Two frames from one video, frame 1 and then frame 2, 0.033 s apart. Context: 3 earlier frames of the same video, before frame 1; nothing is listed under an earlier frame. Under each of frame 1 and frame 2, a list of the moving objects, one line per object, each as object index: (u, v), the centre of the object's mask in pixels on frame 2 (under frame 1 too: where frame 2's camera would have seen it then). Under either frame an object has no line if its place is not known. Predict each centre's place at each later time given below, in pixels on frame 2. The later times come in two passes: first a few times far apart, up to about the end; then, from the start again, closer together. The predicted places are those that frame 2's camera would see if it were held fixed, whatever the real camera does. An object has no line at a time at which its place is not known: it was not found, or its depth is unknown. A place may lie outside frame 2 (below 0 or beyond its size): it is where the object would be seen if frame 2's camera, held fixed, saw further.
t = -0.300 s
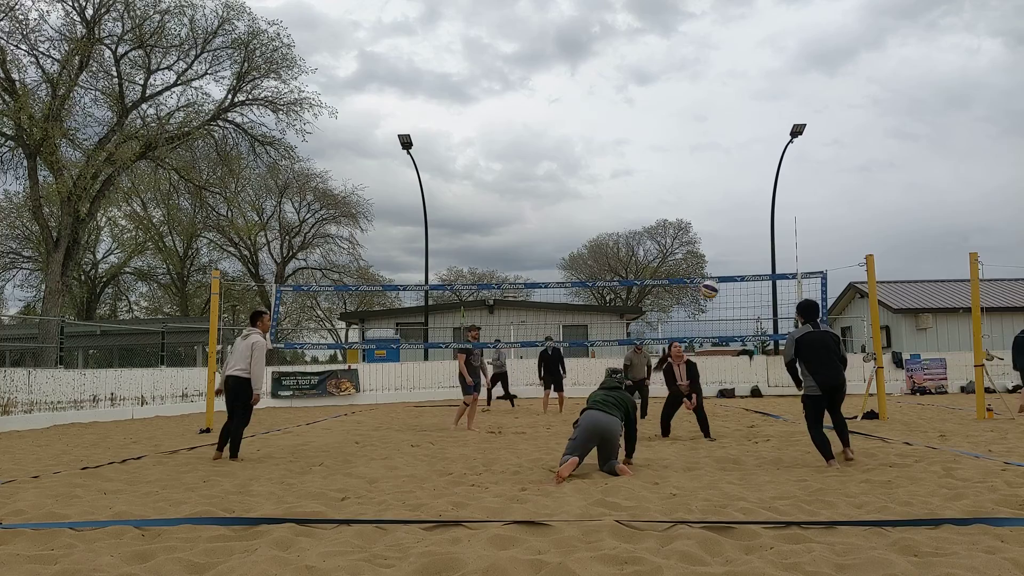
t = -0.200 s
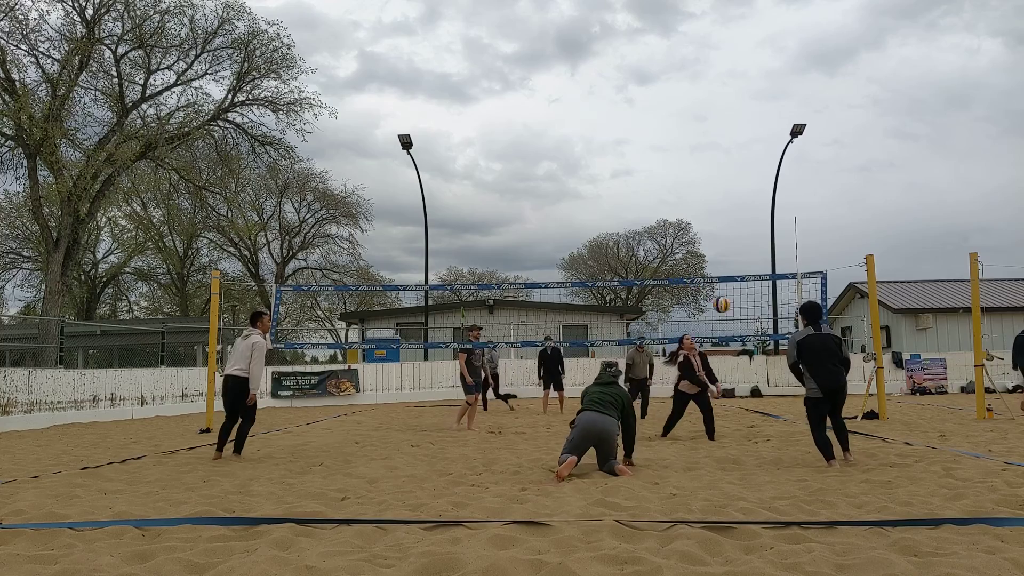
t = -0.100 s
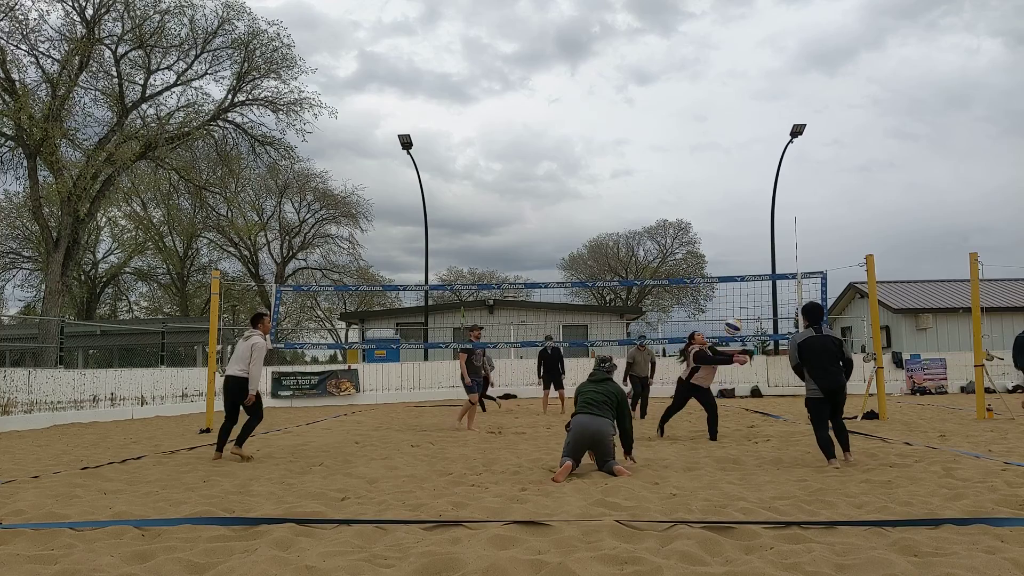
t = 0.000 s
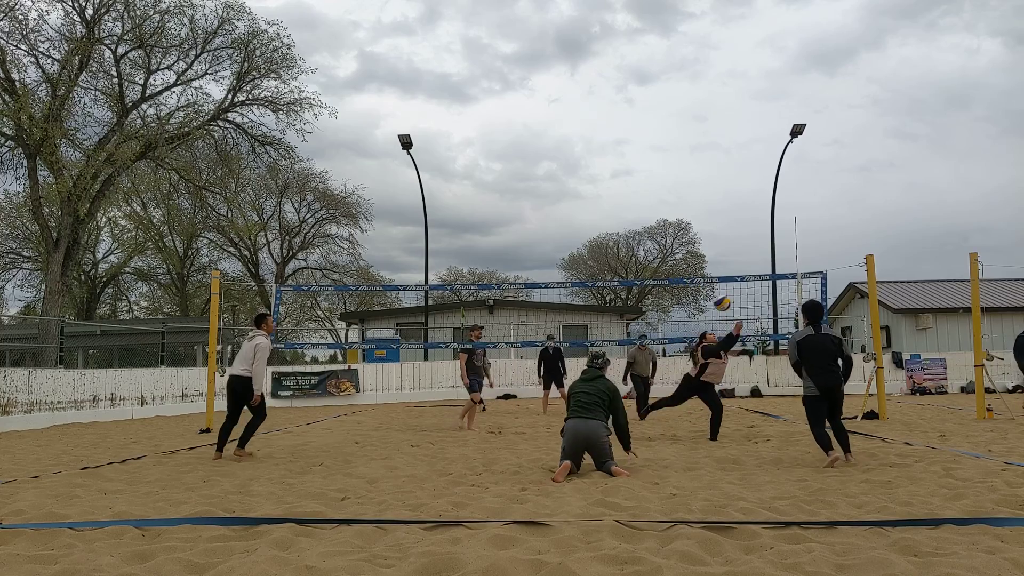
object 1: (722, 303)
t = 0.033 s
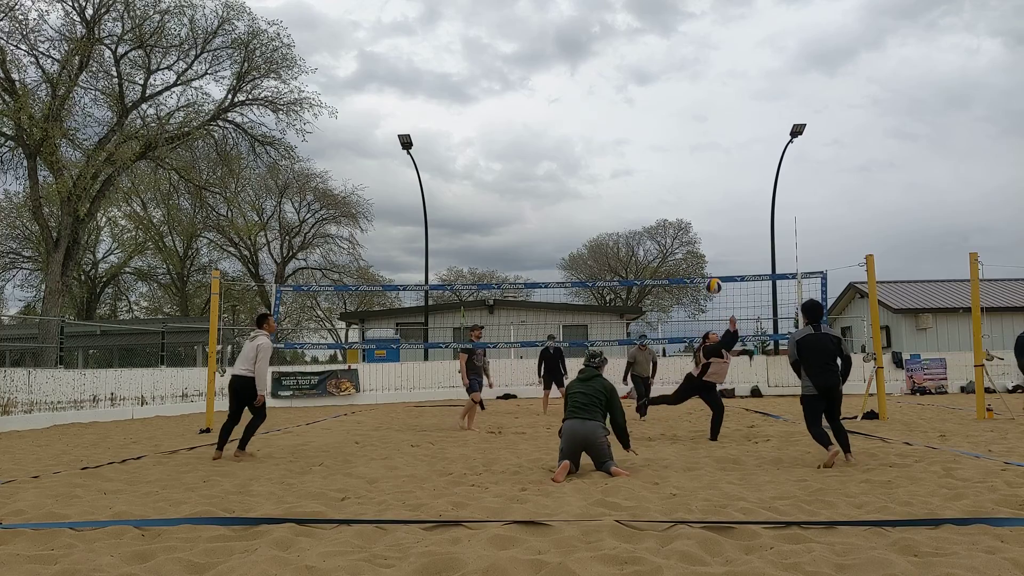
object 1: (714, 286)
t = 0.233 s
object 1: (666, 202)
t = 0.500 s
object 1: (608, 137)
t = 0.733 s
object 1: (561, 123)
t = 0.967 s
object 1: (517, 149)
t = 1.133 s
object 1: (487, 189)
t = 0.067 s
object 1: (705, 270)
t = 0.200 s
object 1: (673, 214)
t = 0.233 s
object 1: (666, 202)
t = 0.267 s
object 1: (658, 191)
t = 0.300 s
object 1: (651, 181)
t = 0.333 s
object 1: (643, 172)
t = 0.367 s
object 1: (636, 163)
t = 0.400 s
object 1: (629, 155)
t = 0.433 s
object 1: (622, 148)
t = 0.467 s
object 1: (615, 142)
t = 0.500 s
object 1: (608, 137)
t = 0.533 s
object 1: (601, 133)
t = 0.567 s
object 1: (594, 129)
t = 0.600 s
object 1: (587, 126)
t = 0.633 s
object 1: (581, 124)
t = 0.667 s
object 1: (574, 123)
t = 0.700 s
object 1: (568, 123)
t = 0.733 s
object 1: (561, 123)
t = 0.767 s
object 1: (554, 124)
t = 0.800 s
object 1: (548, 126)
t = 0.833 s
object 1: (542, 129)
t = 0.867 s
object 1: (535, 133)
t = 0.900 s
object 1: (529, 137)
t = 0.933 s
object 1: (523, 143)
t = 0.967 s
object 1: (517, 149)
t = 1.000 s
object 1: (511, 155)
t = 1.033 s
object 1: (505, 162)
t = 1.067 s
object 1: (499, 171)
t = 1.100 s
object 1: (493, 180)
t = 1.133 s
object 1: (487, 189)
